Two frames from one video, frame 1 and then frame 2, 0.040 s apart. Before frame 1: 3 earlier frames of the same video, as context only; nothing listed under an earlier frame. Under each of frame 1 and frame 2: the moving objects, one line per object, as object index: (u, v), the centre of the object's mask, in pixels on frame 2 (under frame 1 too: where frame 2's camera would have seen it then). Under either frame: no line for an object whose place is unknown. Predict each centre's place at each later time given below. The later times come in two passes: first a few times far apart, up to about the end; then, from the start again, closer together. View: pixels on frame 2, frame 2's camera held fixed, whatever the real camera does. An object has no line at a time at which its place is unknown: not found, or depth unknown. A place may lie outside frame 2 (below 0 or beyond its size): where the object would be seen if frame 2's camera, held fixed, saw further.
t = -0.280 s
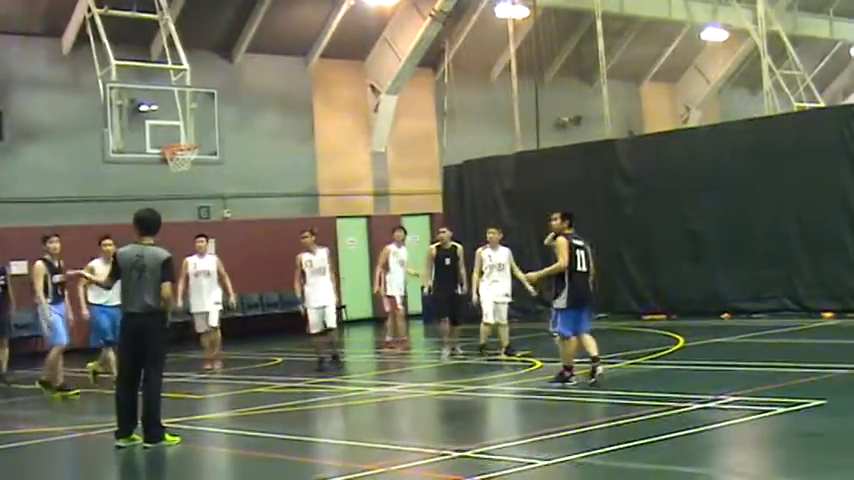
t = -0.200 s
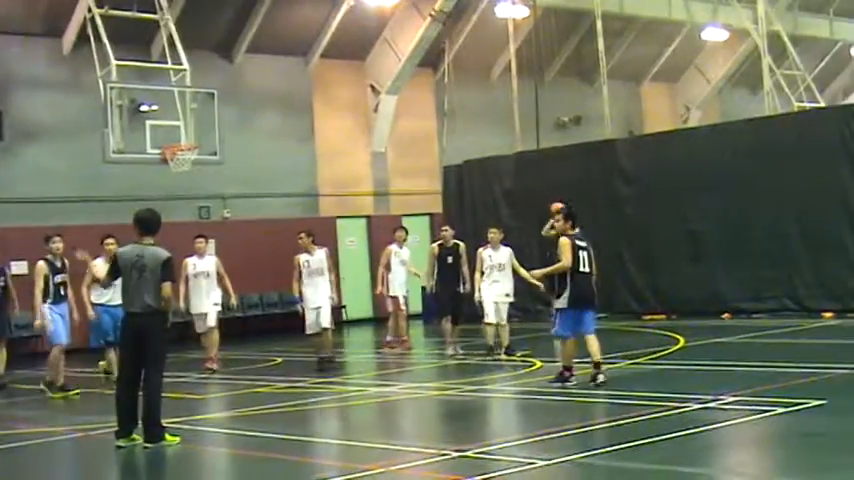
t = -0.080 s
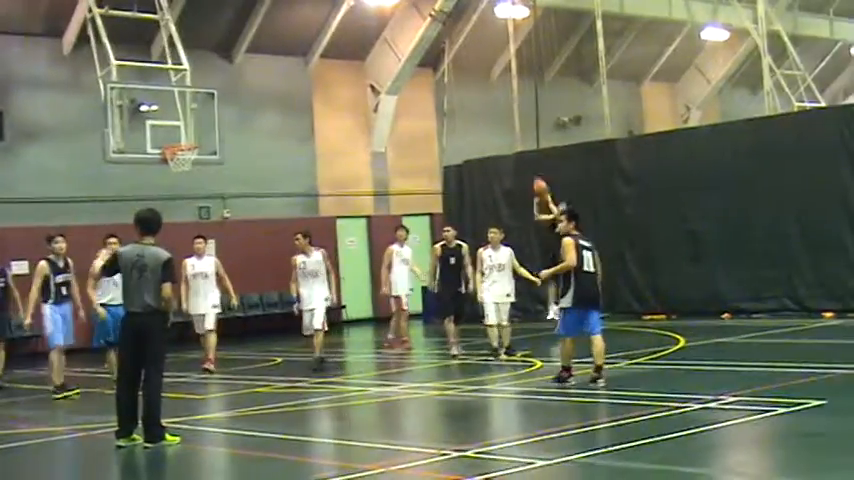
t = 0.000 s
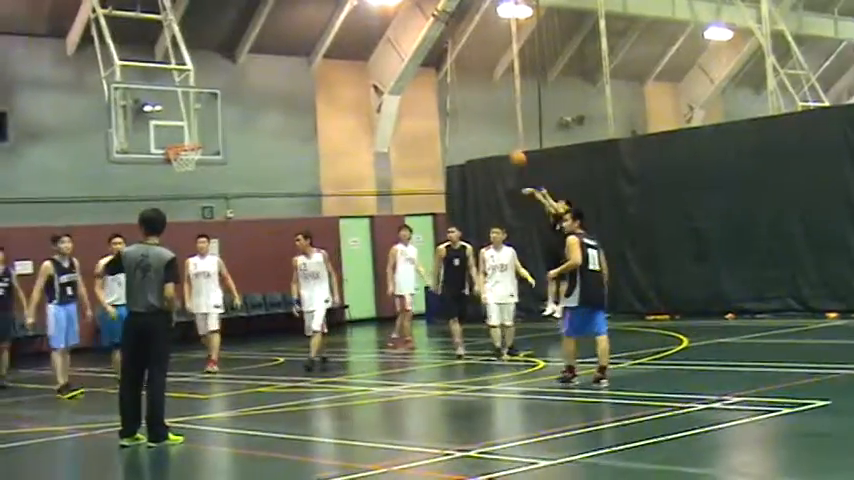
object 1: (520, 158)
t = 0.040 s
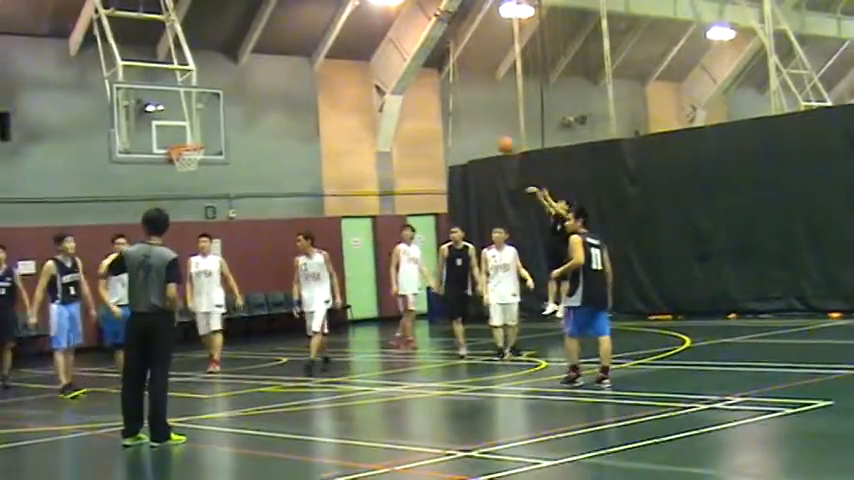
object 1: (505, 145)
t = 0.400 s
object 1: (392, 76)
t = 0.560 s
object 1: (342, 70)
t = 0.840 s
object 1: (257, 102)
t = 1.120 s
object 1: (248, 163)
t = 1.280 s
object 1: (297, 202)
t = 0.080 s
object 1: (494, 133)
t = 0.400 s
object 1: (392, 76)
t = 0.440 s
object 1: (379, 74)
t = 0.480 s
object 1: (367, 70)
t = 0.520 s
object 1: (355, 70)
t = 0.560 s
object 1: (342, 70)
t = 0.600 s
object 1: (330, 71)
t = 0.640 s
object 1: (318, 74)
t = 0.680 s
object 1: (306, 77)
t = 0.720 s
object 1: (294, 82)
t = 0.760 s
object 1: (284, 88)
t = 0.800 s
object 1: (270, 95)
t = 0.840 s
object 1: (257, 102)
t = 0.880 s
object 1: (246, 111)
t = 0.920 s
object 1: (235, 121)
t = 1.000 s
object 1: (211, 144)
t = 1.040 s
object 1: (223, 150)
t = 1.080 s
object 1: (236, 156)
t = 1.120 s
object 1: (248, 163)
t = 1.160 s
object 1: (262, 172)
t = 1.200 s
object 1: (273, 181)
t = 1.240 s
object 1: (288, 192)
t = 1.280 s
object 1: (297, 202)
